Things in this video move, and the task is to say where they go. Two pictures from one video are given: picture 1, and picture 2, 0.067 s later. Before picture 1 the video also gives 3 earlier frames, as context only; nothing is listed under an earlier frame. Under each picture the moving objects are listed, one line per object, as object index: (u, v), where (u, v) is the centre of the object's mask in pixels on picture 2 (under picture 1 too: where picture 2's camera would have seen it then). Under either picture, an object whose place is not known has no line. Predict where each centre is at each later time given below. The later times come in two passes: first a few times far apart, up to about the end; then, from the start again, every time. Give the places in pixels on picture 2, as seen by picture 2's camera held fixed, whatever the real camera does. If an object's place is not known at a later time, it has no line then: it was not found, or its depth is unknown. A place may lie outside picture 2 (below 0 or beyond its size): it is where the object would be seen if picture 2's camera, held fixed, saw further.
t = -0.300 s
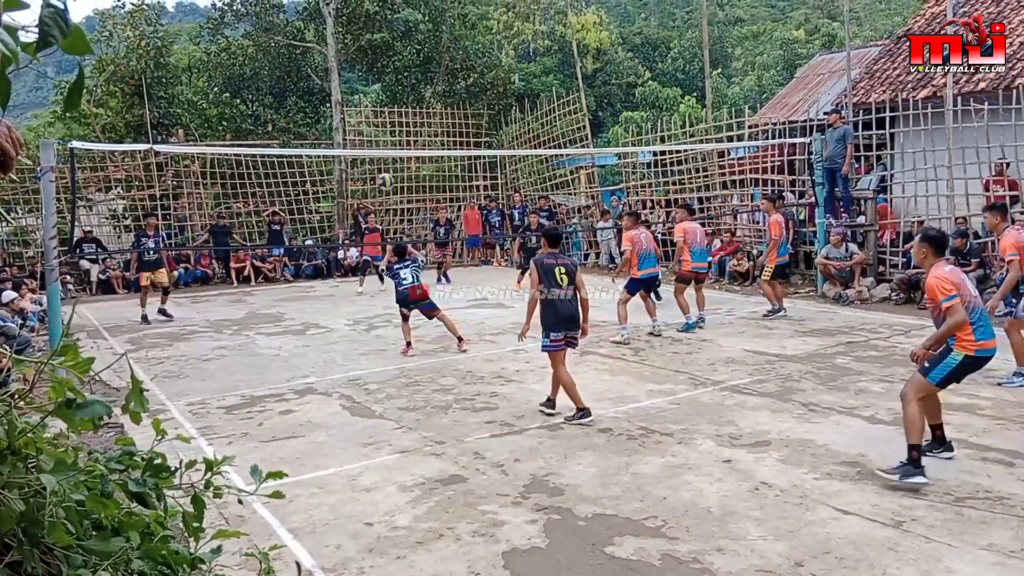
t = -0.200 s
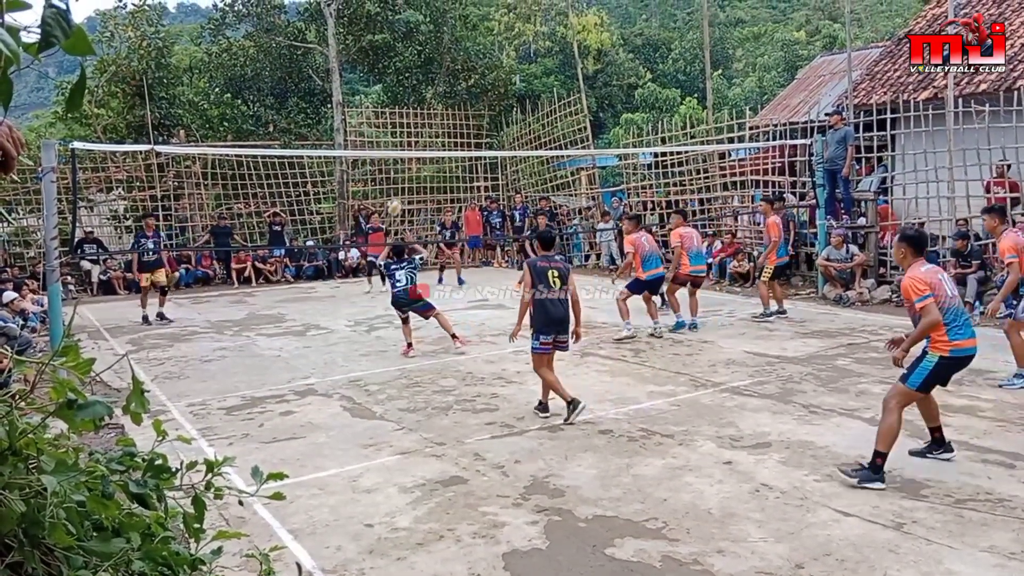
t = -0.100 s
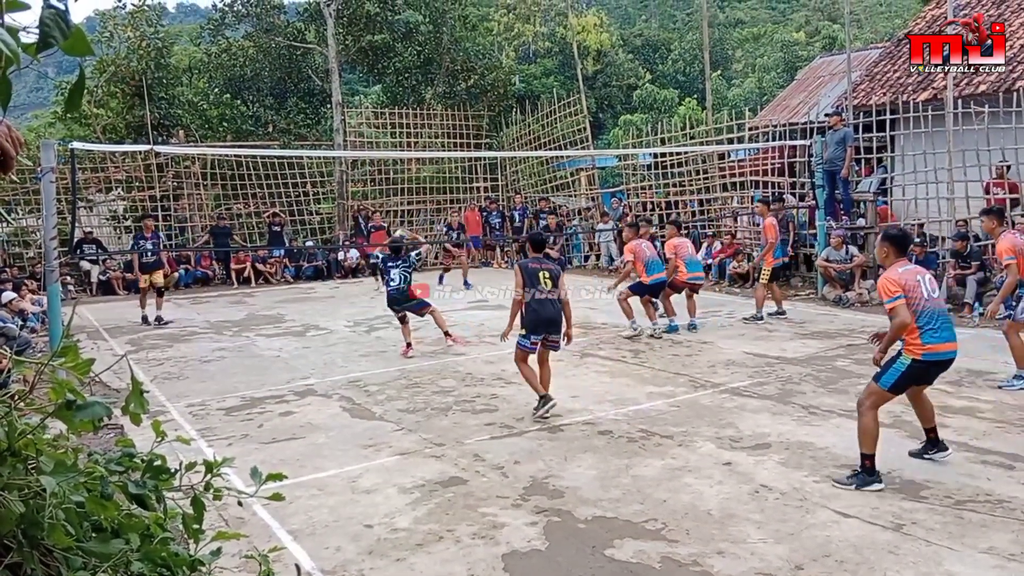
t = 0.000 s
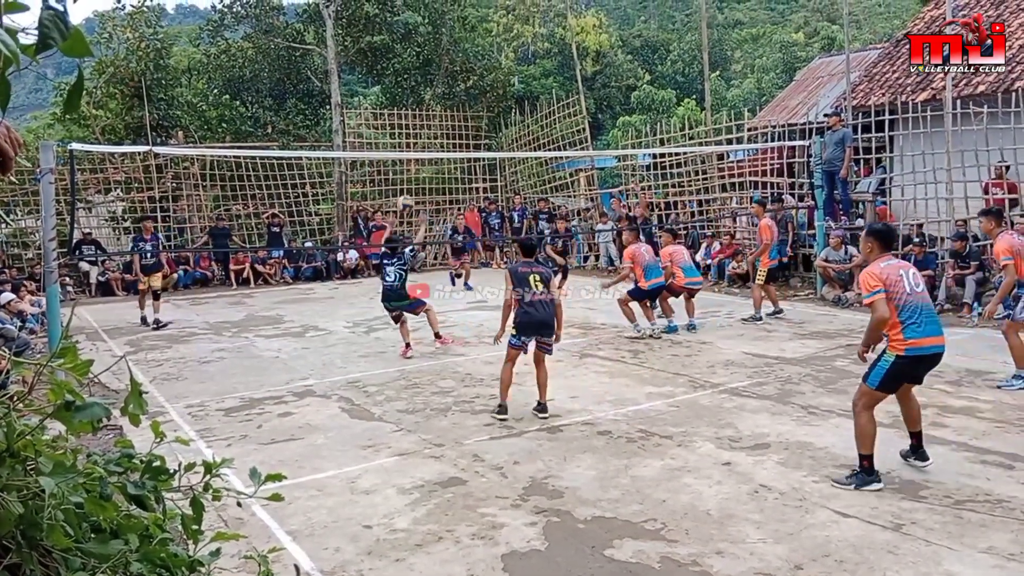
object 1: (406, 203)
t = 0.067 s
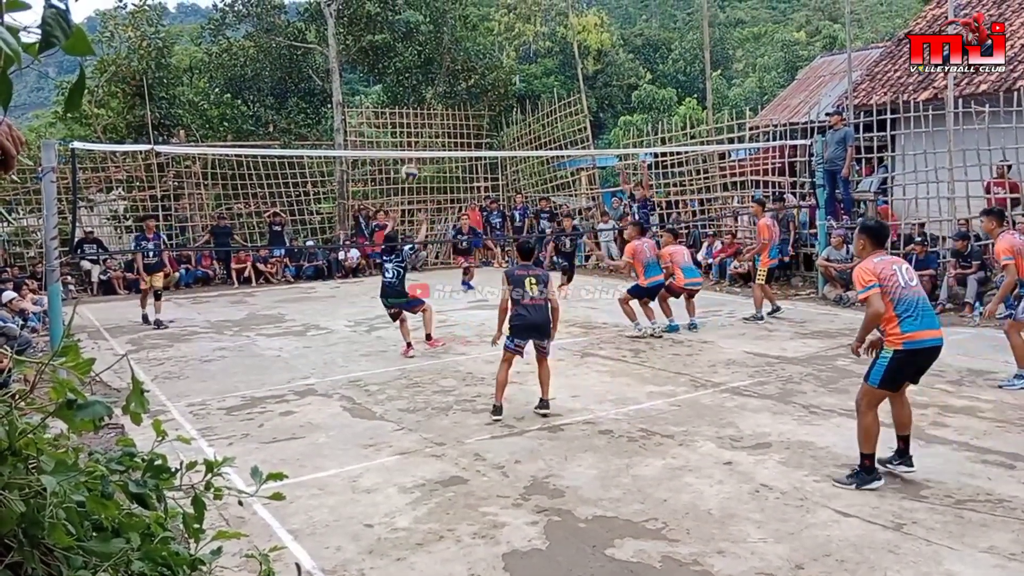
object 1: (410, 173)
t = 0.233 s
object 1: (416, 116)
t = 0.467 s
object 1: (425, 77)
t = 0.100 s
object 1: (411, 163)
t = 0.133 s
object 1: (412, 145)
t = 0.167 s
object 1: (413, 137)
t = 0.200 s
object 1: (414, 125)
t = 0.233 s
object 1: (416, 116)
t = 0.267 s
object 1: (417, 108)
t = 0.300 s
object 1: (418, 101)
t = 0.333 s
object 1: (420, 94)
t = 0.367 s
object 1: (421, 88)
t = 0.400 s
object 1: (423, 84)
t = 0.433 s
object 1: (424, 80)
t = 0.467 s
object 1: (425, 77)
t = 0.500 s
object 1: (427, 76)
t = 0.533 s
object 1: (429, 75)
